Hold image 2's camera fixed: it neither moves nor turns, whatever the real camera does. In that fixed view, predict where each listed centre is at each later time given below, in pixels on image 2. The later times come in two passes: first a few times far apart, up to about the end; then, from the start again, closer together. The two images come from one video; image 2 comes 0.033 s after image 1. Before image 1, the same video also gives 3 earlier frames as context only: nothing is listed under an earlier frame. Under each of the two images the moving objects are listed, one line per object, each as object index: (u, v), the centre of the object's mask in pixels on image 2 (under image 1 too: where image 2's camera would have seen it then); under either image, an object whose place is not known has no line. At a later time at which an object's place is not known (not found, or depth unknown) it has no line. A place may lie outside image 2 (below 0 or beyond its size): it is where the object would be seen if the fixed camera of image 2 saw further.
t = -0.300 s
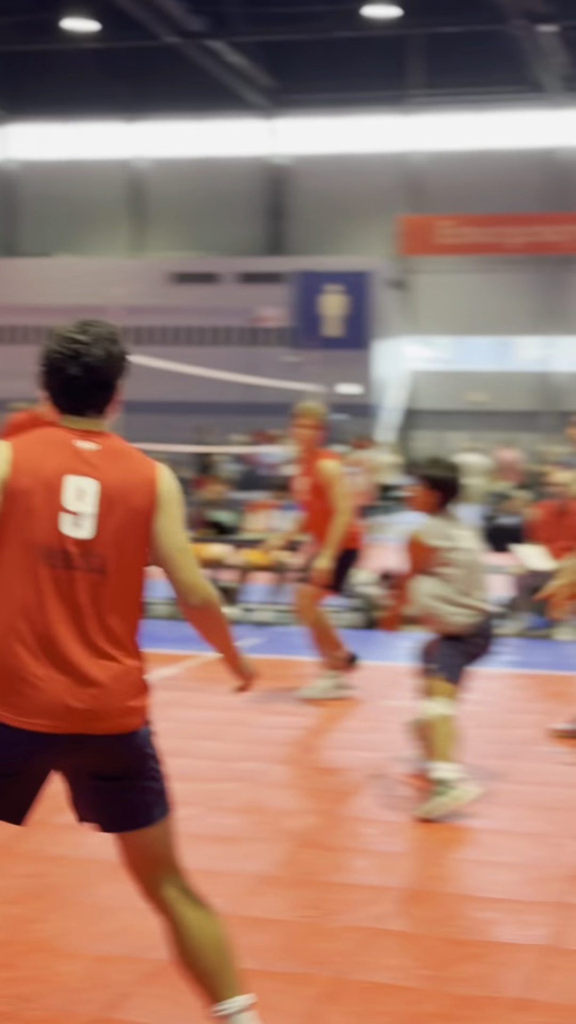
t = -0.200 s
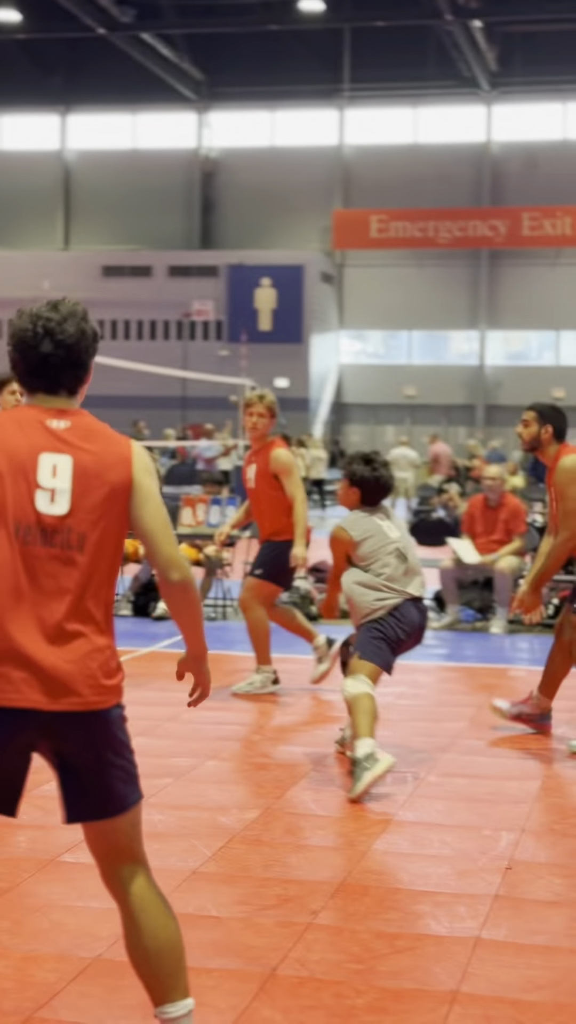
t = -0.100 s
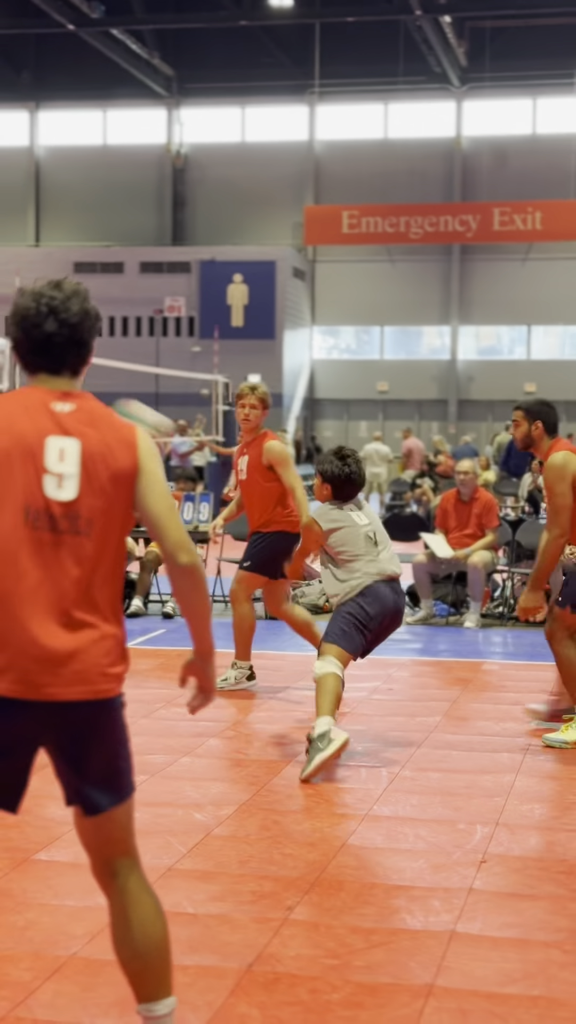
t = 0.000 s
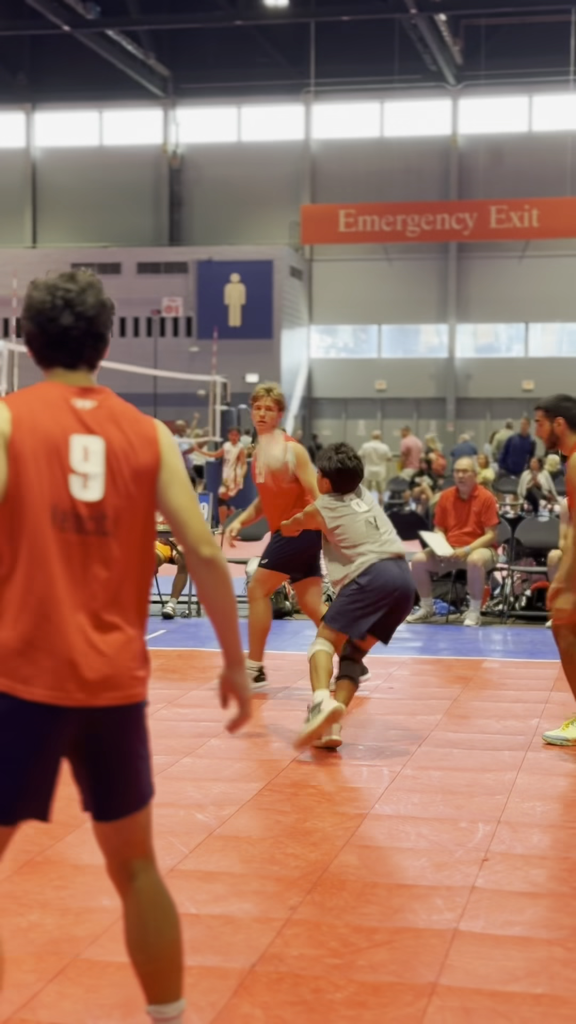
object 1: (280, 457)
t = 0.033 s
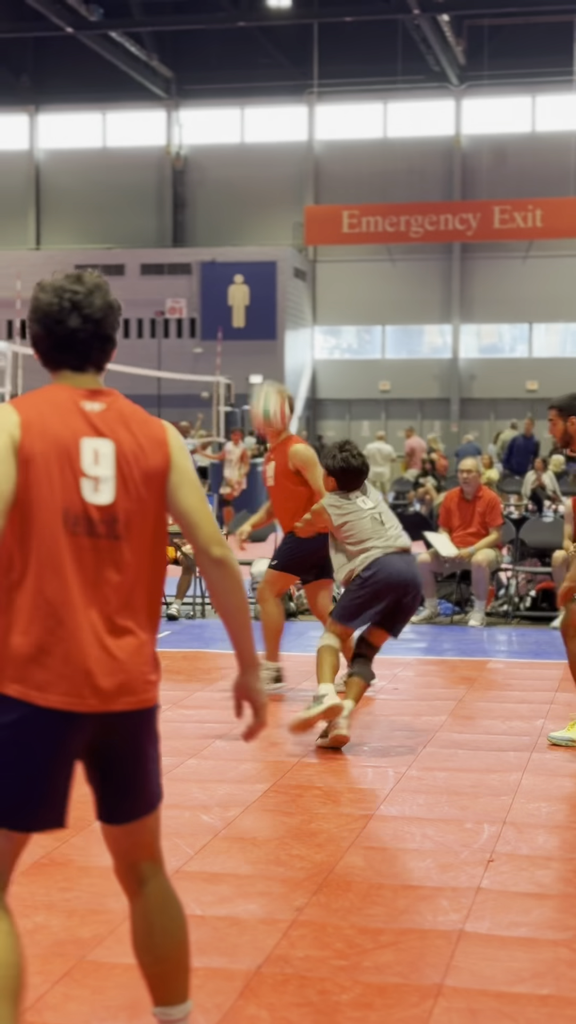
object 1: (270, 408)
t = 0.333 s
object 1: (192, 68)
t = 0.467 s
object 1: (162, -26)
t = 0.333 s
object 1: (192, 68)
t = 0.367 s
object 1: (185, 42)
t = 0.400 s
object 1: (177, 17)
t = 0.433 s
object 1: (170, -5)
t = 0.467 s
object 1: (162, -26)
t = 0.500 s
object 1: (155, -44)
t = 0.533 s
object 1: (147, -58)
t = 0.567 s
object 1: (139, -69)
